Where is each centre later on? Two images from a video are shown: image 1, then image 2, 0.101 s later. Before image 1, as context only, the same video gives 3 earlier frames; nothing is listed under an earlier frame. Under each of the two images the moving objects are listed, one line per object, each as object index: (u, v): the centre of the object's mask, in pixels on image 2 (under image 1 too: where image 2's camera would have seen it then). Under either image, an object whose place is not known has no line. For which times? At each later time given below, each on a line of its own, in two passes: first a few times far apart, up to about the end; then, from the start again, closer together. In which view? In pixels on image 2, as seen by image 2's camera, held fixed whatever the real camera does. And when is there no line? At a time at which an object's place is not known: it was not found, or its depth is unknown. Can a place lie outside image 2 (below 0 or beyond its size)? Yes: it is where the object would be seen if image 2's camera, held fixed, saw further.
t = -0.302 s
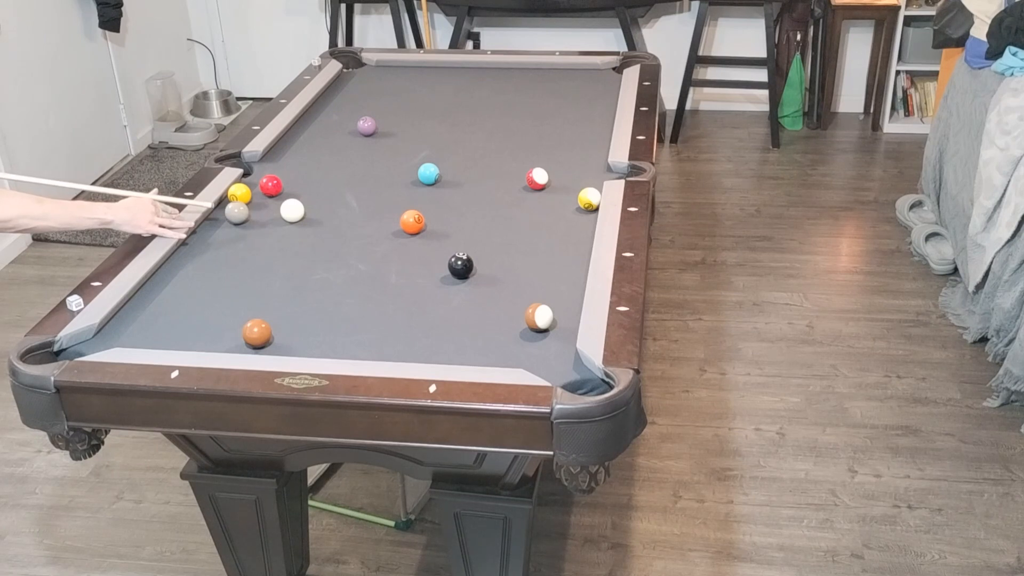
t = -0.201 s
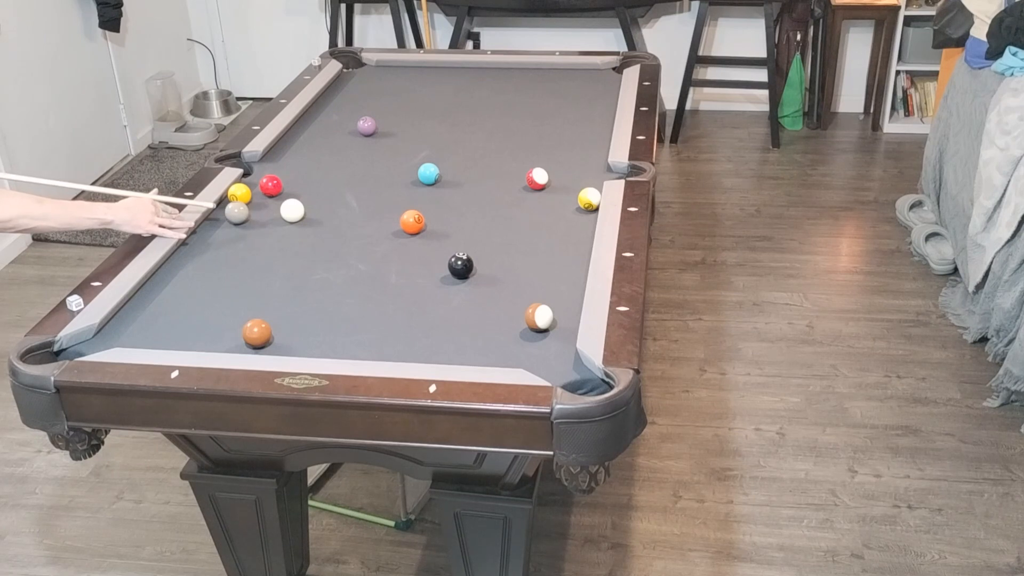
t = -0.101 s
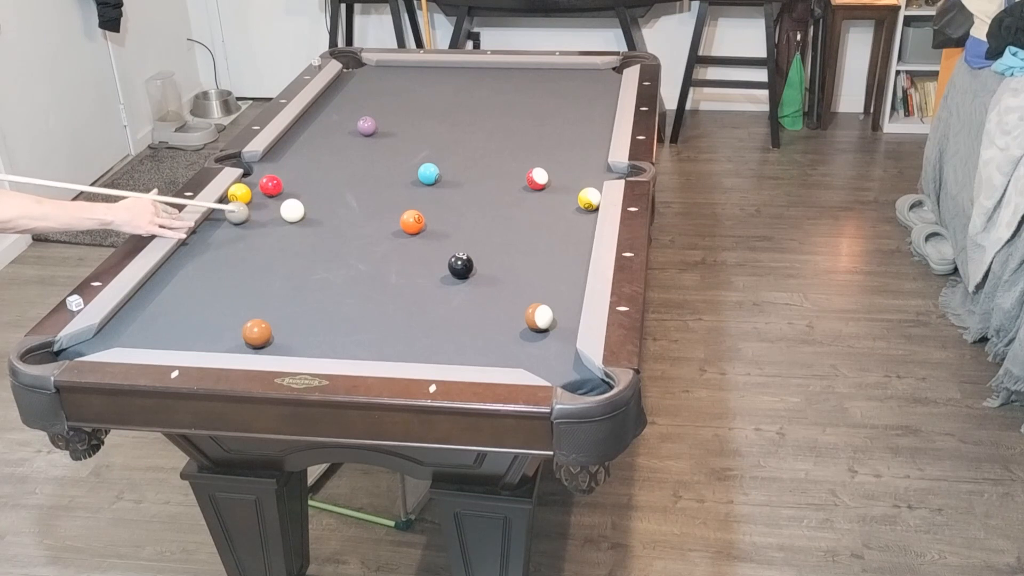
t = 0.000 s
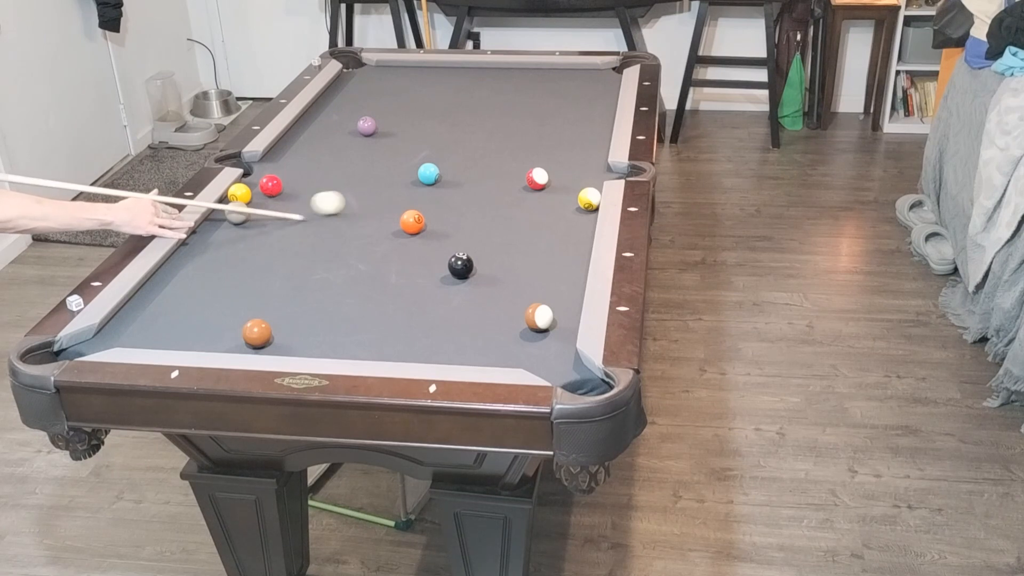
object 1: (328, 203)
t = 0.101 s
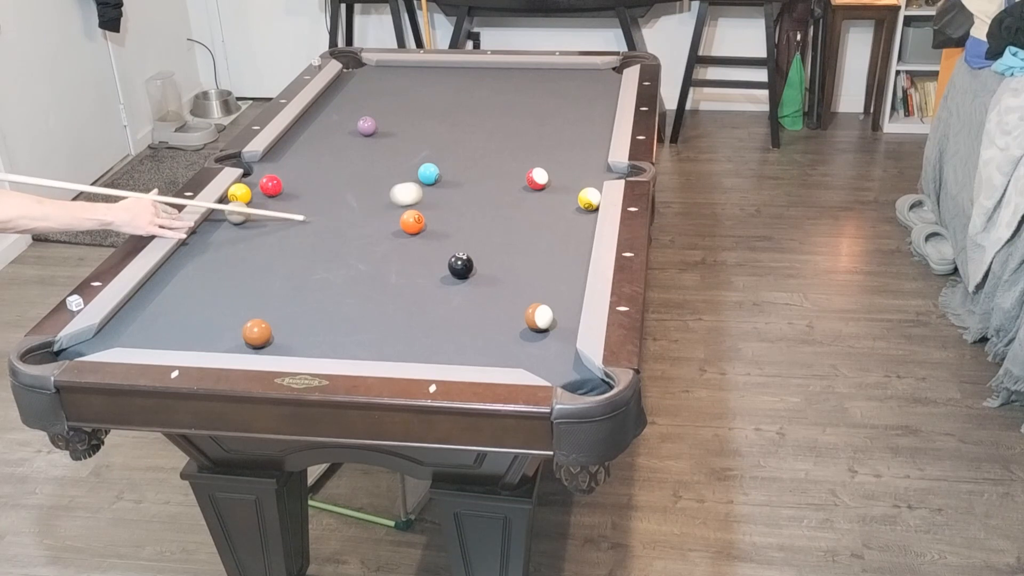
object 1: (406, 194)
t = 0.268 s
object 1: (512, 179)
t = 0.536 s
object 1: (518, 172)
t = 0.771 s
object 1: (520, 167)
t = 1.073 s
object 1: (523, 160)
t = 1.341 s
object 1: (524, 157)
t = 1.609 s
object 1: (525, 154)
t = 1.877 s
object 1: (526, 152)
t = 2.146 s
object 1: (526, 152)
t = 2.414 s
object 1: (526, 151)
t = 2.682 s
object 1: (526, 151)
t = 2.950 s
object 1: (526, 151)
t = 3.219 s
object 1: (526, 151)
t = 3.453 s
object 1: (526, 151)
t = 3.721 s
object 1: (526, 151)
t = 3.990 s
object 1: (526, 151)
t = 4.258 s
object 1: (526, 151)
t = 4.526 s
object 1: (526, 151)
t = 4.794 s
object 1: (526, 151)
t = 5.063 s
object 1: (526, 151)
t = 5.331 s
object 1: (526, 151)
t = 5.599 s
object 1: (526, 151)
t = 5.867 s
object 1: (526, 151)
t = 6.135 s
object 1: (526, 151)
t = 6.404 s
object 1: (526, 151)
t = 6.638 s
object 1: (526, 151)
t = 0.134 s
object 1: (430, 191)
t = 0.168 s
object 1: (452, 187)
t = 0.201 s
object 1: (474, 185)
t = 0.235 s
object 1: (494, 182)
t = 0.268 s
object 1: (512, 179)
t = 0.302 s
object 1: (515, 178)
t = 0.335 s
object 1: (516, 177)
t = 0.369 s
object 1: (516, 176)
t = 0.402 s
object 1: (517, 175)
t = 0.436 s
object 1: (517, 174)
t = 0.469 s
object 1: (517, 173)
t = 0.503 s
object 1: (518, 172)
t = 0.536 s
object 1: (518, 172)
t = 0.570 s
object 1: (518, 171)
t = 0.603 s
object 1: (518, 170)
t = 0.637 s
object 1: (519, 169)
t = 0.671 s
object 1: (519, 169)
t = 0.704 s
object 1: (519, 168)
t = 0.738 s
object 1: (520, 167)
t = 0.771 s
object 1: (520, 167)
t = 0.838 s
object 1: (520, 165)
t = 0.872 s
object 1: (521, 165)
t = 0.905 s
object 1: (521, 164)
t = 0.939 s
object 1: (522, 163)
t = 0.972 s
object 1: (522, 162)
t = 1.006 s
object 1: (522, 162)
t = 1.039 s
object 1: (522, 161)
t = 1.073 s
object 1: (523, 160)
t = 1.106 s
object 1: (523, 160)
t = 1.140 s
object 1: (523, 159)
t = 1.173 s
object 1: (523, 159)
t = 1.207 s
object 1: (524, 158)
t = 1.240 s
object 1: (524, 158)
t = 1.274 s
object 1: (524, 158)
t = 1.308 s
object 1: (524, 157)
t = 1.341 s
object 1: (524, 157)
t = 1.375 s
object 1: (525, 156)
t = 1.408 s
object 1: (525, 156)
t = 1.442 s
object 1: (525, 156)
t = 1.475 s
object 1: (525, 155)
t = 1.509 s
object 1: (525, 155)
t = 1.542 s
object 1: (525, 155)
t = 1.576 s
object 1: (525, 154)
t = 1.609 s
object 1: (525, 154)
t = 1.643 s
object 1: (525, 154)
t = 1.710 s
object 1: (525, 153)
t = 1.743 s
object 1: (525, 153)
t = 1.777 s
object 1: (525, 153)
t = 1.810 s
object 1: (525, 153)
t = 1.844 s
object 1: (526, 153)
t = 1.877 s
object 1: (526, 152)
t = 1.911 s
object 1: (526, 152)
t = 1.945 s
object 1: (526, 152)
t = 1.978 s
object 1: (526, 152)
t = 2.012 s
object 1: (526, 152)
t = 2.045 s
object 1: (526, 152)
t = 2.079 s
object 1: (526, 152)
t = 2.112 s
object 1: (526, 152)
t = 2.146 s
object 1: (526, 152)
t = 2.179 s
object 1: (526, 151)
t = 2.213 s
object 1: (526, 151)
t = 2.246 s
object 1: (526, 151)
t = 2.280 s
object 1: (526, 151)
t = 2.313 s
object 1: (526, 151)
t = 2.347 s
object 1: (526, 151)
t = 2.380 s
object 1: (526, 151)
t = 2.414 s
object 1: (526, 151)
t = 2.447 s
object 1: (526, 151)
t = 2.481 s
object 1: (526, 151)
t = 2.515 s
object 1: (526, 151)
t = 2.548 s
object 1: (526, 151)
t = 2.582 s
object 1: (526, 151)
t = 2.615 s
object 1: (526, 151)
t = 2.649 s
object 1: (526, 151)
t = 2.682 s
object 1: (526, 151)
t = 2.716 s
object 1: (526, 151)
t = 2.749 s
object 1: (526, 151)
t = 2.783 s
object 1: (526, 151)
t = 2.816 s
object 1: (526, 151)
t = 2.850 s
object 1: (526, 151)
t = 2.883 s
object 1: (526, 151)
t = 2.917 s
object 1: (526, 151)
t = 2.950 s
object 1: (526, 151)
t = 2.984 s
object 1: (526, 151)
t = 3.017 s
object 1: (526, 151)
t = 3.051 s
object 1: (526, 151)
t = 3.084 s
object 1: (526, 151)
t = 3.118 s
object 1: (526, 151)
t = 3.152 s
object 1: (526, 151)
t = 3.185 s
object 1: (526, 151)
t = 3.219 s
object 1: (526, 151)
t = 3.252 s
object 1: (526, 151)
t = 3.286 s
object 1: (526, 151)
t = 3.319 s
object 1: (526, 151)
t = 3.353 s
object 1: (526, 151)
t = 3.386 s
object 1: (526, 151)
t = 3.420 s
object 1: (526, 151)
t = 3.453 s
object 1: (526, 151)
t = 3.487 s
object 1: (526, 151)
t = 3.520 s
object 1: (526, 151)
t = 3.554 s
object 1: (526, 151)
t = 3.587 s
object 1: (526, 151)
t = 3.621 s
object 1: (526, 151)
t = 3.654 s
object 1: (526, 151)
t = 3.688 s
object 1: (526, 151)
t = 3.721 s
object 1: (526, 151)
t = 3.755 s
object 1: (526, 151)
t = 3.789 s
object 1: (526, 151)
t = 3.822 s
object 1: (526, 151)
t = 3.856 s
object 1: (526, 151)
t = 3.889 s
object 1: (526, 151)
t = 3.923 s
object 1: (526, 151)
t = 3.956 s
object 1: (526, 151)
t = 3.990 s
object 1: (526, 151)
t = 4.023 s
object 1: (526, 151)
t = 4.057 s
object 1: (526, 151)
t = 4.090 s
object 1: (526, 151)
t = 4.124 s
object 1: (526, 151)
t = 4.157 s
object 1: (526, 151)
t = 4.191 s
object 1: (526, 151)
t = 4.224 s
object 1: (526, 151)
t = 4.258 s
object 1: (526, 151)
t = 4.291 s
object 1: (526, 151)
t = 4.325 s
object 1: (526, 151)
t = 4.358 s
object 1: (526, 151)
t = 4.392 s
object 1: (526, 151)
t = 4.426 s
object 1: (526, 151)
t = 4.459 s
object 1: (526, 151)
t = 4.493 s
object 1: (526, 151)
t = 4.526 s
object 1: (526, 151)
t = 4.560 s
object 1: (526, 151)
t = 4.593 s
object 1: (526, 151)
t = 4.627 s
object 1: (526, 151)
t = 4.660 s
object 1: (526, 151)
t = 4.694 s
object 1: (526, 151)
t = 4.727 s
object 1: (526, 151)
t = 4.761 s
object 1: (526, 151)
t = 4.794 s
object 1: (526, 151)
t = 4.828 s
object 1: (526, 151)
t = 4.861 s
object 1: (526, 151)
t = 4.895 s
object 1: (526, 151)
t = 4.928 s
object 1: (526, 151)
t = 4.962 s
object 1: (526, 151)
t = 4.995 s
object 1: (526, 151)
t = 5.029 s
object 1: (526, 151)
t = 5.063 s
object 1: (526, 151)
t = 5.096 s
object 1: (526, 151)
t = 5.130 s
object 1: (526, 151)
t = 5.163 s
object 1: (526, 151)
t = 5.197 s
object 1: (526, 151)
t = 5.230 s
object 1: (526, 151)
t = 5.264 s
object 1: (526, 151)
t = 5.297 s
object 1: (526, 151)
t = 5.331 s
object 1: (526, 151)
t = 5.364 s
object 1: (526, 151)
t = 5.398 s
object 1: (526, 151)
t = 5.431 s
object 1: (526, 151)
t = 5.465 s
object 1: (526, 151)
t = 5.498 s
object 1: (526, 151)
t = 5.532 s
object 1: (526, 151)
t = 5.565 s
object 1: (526, 151)
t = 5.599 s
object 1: (526, 151)
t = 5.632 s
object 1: (526, 151)
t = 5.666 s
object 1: (526, 151)
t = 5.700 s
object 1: (526, 151)
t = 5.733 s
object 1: (526, 151)
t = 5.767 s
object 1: (526, 151)
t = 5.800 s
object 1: (526, 151)
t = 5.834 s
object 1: (526, 151)
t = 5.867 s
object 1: (526, 151)
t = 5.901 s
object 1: (526, 151)
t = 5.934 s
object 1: (526, 151)
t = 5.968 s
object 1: (526, 151)
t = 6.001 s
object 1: (526, 151)
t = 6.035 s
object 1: (526, 151)
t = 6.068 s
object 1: (526, 151)
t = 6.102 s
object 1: (526, 151)
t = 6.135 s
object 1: (526, 151)
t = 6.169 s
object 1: (526, 151)
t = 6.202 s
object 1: (526, 151)
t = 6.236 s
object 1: (526, 151)
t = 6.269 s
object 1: (526, 151)
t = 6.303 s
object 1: (526, 151)
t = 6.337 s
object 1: (526, 151)
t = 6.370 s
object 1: (526, 151)
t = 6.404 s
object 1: (526, 151)
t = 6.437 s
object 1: (526, 151)
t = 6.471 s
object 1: (526, 151)
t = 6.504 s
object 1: (526, 151)
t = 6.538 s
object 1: (526, 151)
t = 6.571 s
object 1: (526, 151)
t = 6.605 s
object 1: (526, 151)
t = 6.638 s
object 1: (526, 151)
